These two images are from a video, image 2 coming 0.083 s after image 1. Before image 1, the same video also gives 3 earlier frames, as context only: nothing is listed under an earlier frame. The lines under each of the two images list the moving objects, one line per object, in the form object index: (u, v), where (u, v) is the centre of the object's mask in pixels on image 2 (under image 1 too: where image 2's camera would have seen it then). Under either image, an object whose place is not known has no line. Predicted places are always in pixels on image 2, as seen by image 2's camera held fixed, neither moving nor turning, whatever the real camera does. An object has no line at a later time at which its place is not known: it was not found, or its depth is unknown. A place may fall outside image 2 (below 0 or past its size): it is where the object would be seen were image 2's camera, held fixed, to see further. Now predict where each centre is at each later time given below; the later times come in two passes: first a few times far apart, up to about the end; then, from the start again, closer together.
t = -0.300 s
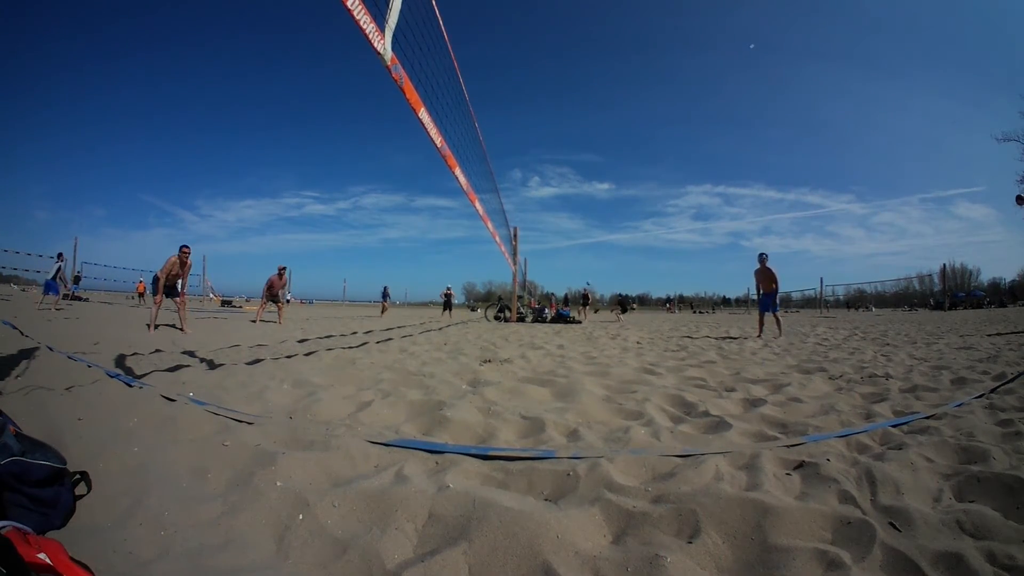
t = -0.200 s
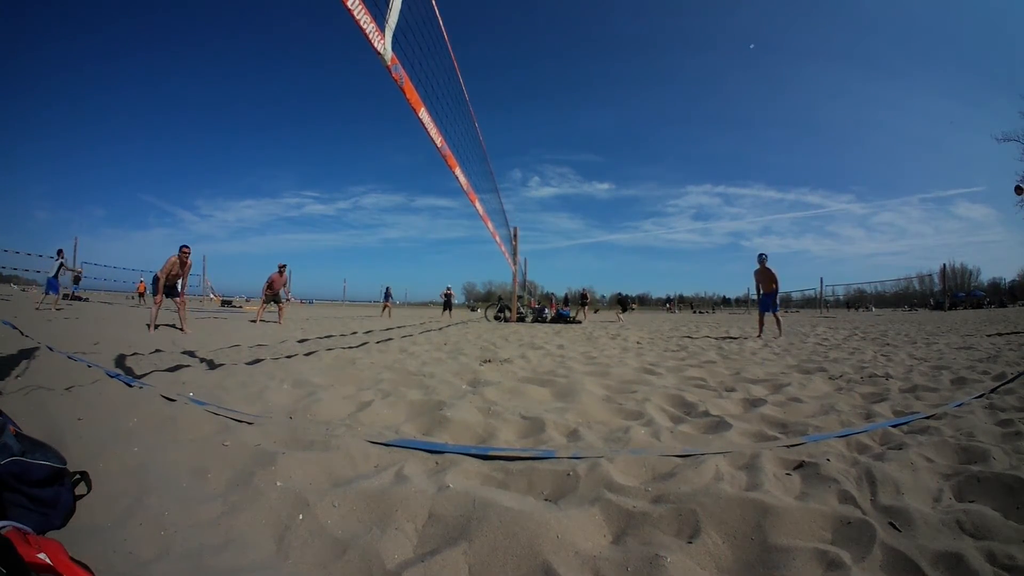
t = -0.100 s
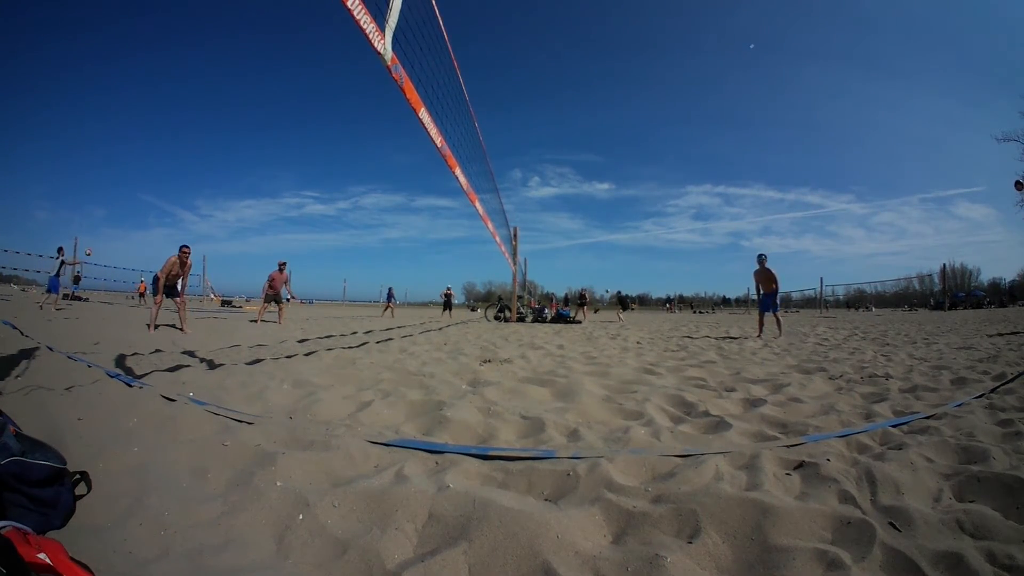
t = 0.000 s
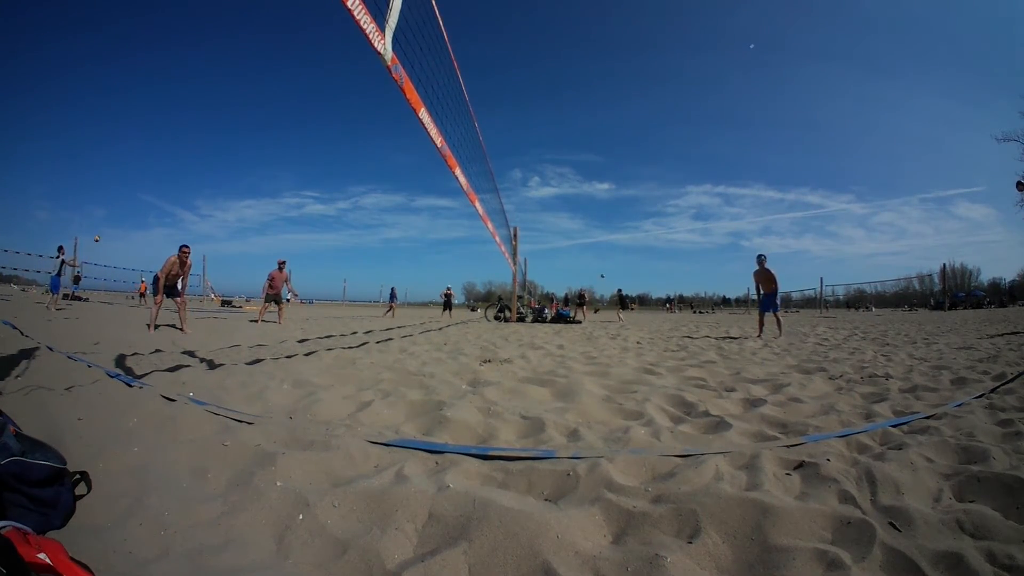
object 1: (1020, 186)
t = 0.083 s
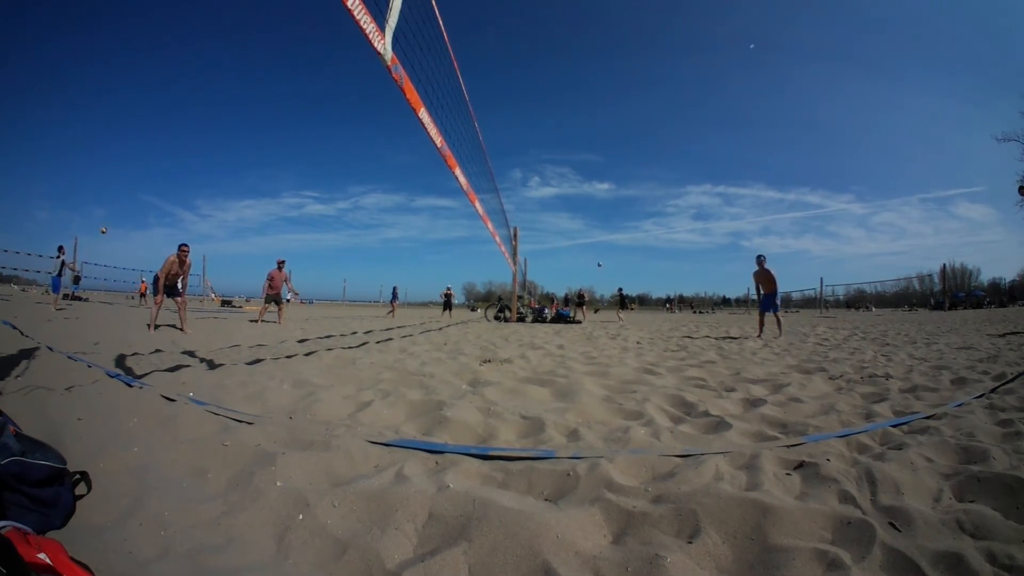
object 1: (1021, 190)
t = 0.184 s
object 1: (1022, 200)
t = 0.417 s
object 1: (973, 157)
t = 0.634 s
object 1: (846, 98)
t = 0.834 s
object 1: (688, 82)
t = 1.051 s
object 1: (504, 112)
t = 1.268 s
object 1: (352, 178)
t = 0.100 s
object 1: (1021, 192)
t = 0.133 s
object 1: (1022, 195)
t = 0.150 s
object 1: (1022, 197)
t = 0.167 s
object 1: (1022, 198)
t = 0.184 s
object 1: (1022, 200)
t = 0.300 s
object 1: (1019, 201)
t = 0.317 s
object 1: (1014, 195)
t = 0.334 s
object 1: (1008, 188)
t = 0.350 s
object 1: (1002, 182)
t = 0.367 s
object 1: (995, 175)
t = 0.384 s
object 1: (988, 169)
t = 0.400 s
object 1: (981, 163)
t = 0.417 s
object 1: (973, 157)
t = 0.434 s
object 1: (965, 151)
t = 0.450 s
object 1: (957, 146)
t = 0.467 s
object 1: (948, 140)
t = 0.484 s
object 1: (939, 135)
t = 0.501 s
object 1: (930, 130)
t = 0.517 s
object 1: (921, 125)
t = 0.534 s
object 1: (911, 120)
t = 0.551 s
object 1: (901, 116)
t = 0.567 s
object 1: (890, 112)
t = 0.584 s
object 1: (880, 108)
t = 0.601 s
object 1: (869, 104)
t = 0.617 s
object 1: (858, 101)
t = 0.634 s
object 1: (846, 98)
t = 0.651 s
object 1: (834, 95)
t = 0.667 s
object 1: (822, 92)
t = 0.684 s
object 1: (809, 90)
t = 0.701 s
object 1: (797, 88)
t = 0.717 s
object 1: (784, 86)
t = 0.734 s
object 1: (771, 84)
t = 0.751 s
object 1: (758, 84)
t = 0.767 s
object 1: (744, 83)
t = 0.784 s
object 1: (730, 82)
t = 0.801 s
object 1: (716, 82)
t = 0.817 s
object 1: (703, 82)
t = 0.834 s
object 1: (688, 82)
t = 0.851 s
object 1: (674, 83)
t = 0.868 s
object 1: (660, 84)
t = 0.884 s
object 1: (646, 84)
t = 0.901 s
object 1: (631, 86)
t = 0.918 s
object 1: (617, 86)
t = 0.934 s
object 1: (603, 88)
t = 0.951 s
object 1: (588, 92)
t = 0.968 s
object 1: (574, 95)
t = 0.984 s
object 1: (560, 97)
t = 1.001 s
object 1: (545, 100)
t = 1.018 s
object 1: (532, 104)
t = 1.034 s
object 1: (518, 108)
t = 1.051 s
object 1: (504, 112)
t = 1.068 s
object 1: (491, 116)
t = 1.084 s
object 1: (479, 119)
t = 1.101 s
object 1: (465, 125)
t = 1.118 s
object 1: (452, 129)
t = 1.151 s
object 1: (427, 141)
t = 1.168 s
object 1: (416, 144)
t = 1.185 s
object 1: (404, 150)
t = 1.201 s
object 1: (394, 156)
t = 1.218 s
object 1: (383, 161)
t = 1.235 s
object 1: (372, 167)
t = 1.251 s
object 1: (362, 172)
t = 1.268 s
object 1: (352, 178)
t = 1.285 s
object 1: (342, 184)
